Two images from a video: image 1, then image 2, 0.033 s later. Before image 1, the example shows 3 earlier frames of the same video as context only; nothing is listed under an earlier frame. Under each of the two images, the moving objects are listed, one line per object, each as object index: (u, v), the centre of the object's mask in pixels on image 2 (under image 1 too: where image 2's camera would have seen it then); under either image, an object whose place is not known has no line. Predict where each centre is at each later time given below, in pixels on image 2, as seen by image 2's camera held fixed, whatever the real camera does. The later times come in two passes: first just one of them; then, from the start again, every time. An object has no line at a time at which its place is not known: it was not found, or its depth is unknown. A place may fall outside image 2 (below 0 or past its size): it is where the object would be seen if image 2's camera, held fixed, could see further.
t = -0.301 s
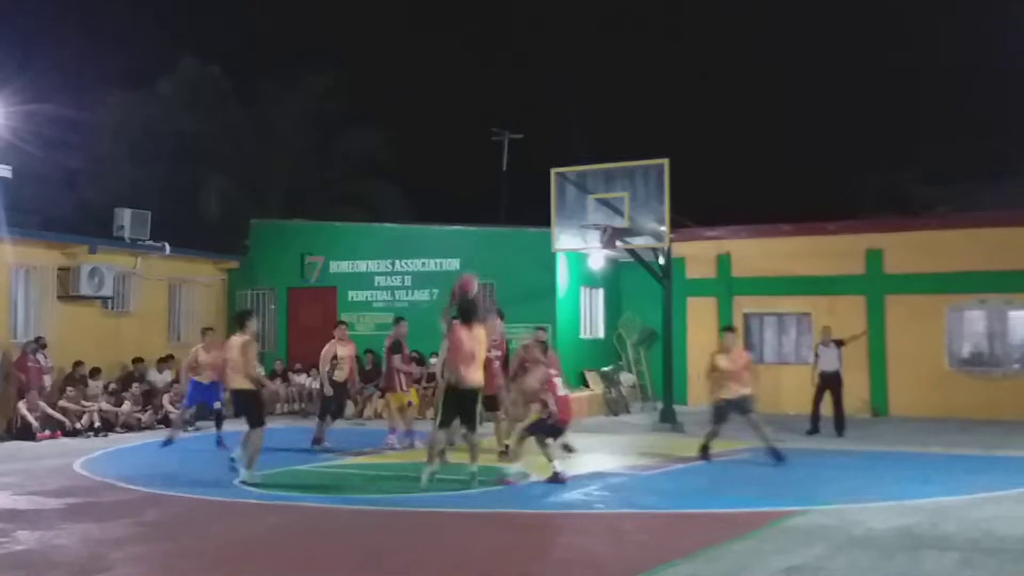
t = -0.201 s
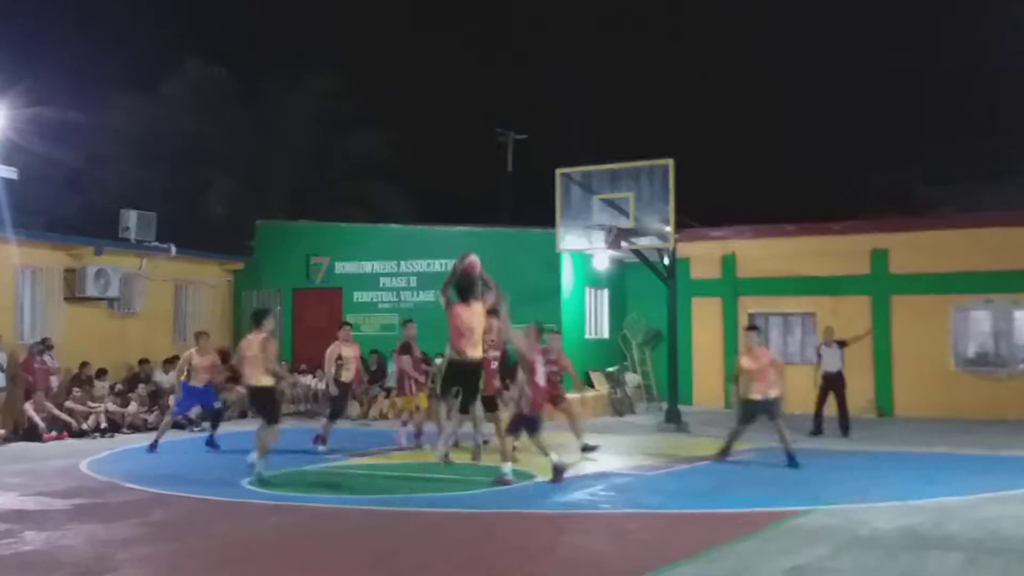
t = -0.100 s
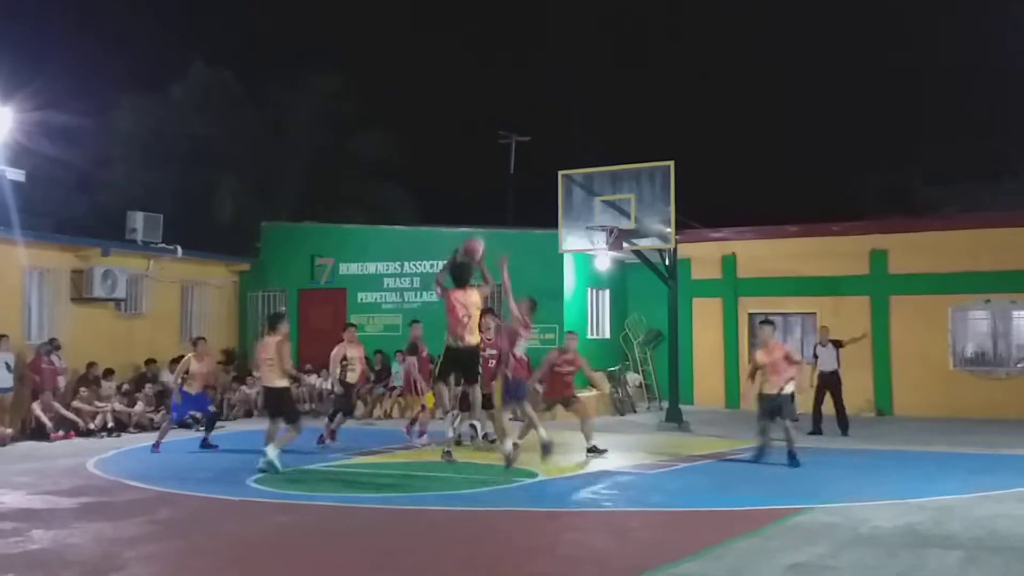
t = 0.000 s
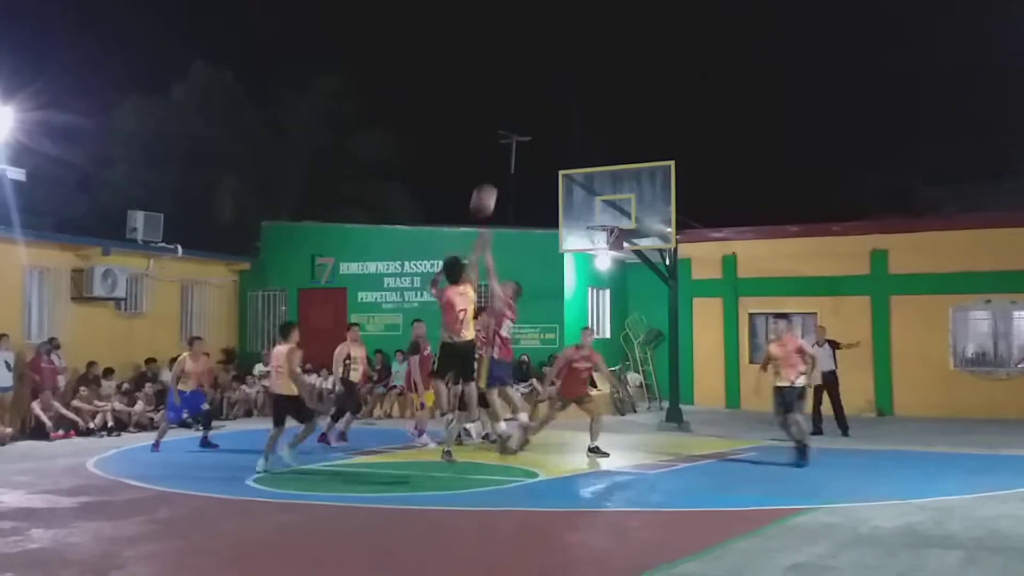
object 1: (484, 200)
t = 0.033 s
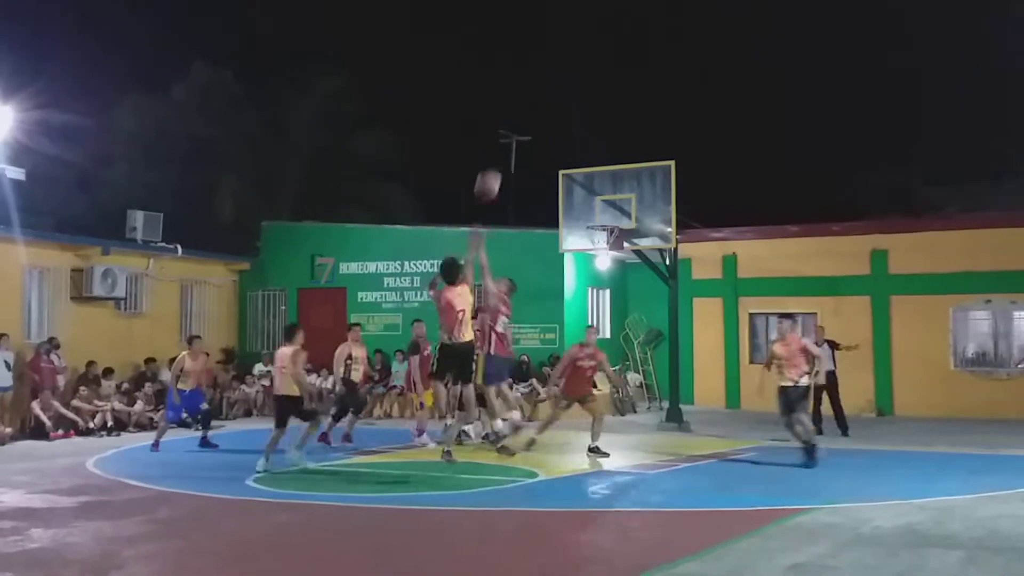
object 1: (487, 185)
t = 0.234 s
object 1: (513, 115)
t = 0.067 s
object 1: (492, 170)
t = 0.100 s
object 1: (496, 156)
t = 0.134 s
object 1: (501, 143)
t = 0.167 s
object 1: (504, 133)
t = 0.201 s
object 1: (508, 122)
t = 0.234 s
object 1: (513, 115)
